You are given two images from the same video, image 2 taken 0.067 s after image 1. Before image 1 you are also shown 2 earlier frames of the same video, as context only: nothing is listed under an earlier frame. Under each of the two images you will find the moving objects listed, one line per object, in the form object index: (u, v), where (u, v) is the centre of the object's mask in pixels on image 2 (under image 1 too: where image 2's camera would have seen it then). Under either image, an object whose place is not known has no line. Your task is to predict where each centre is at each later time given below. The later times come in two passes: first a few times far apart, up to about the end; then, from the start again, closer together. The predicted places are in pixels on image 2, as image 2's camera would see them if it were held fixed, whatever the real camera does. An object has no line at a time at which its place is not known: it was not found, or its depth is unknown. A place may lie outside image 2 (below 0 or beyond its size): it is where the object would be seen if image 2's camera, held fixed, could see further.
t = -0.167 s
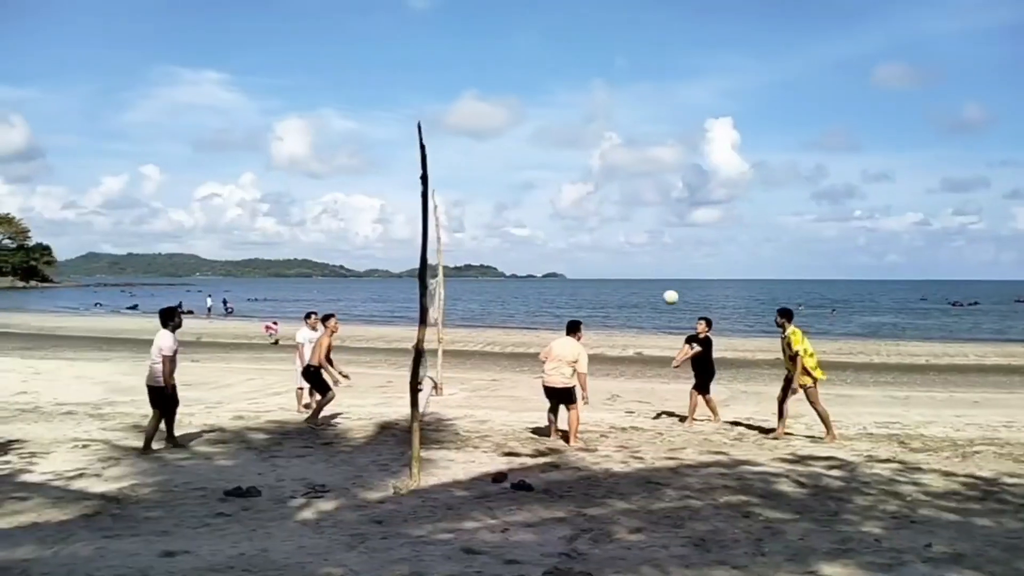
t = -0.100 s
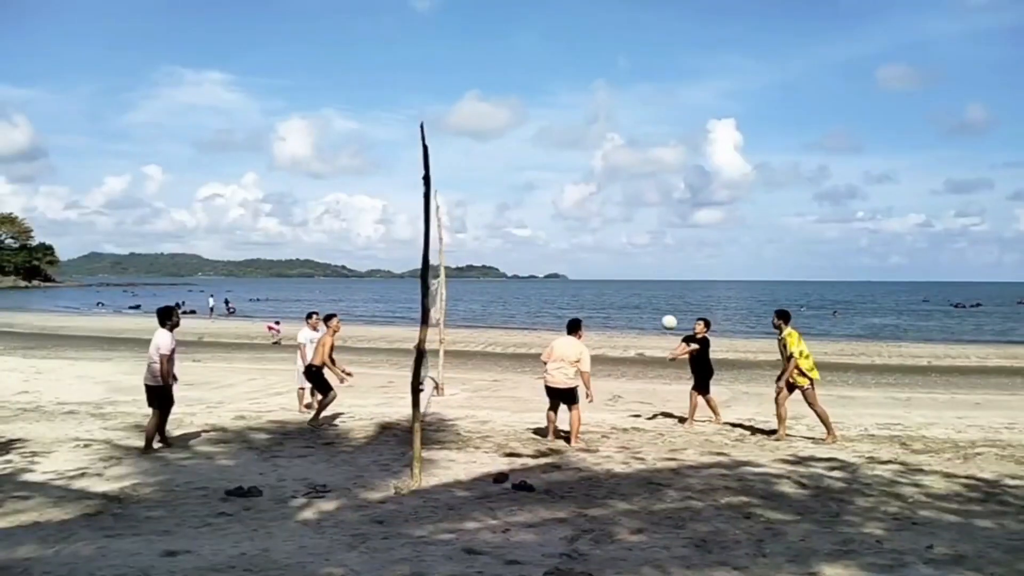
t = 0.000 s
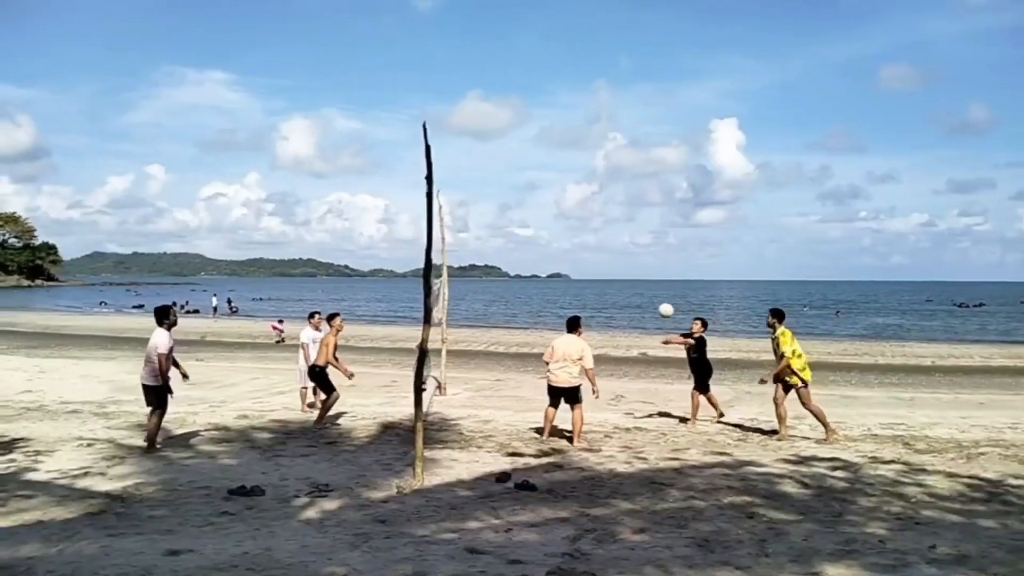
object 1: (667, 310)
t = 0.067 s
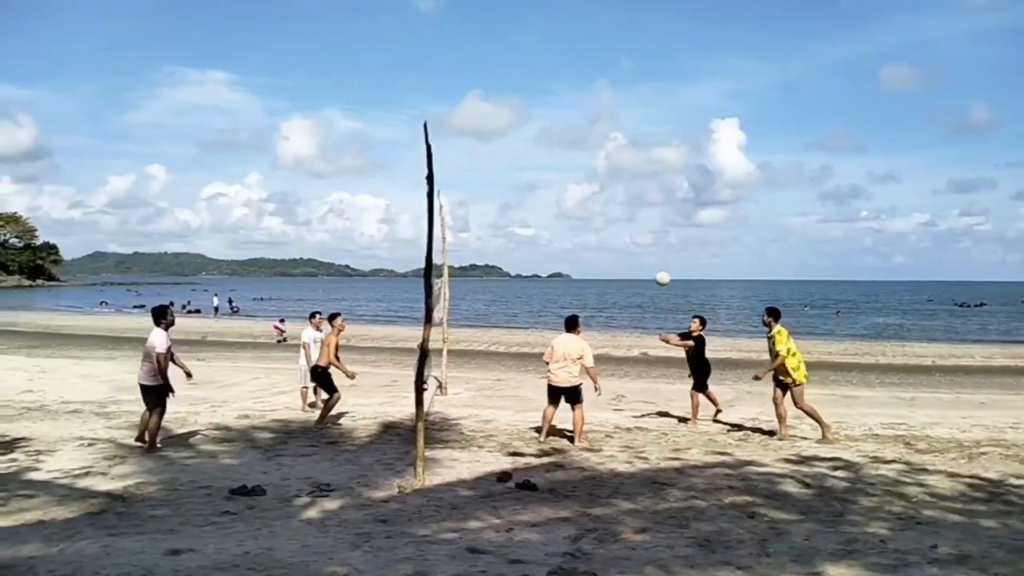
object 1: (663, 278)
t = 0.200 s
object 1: (655, 225)
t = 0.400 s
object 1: (643, 168)
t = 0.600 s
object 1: (629, 140)
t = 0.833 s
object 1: (613, 141)
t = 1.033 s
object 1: (596, 176)
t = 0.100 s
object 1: (660, 263)
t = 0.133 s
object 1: (658, 250)
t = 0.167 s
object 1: (656, 237)
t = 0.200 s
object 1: (655, 225)
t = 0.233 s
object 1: (652, 213)
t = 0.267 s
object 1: (651, 203)
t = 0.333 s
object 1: (647, 184)
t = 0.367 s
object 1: (645, 176)
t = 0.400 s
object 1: (643, 168)
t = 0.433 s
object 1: (641, 161)
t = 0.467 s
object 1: (638, 155)
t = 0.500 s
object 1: (636, 150)
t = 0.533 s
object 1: (634, 145)
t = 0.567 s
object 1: (631, 142)
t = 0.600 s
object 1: (629, 140)
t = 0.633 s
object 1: (627, 138)
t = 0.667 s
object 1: (625, 136)
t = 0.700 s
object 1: (622, 135)
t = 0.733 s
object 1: (619, 136)
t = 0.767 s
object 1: (617, 137)
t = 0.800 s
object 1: (615, 139)
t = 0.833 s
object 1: (613, 141)
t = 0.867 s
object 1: (609, 146)
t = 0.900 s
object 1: (607, 150)
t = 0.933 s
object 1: (604, 155)
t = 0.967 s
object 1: (601, 161)
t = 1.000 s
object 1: (599, 168)
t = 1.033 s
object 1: (596, 176)
